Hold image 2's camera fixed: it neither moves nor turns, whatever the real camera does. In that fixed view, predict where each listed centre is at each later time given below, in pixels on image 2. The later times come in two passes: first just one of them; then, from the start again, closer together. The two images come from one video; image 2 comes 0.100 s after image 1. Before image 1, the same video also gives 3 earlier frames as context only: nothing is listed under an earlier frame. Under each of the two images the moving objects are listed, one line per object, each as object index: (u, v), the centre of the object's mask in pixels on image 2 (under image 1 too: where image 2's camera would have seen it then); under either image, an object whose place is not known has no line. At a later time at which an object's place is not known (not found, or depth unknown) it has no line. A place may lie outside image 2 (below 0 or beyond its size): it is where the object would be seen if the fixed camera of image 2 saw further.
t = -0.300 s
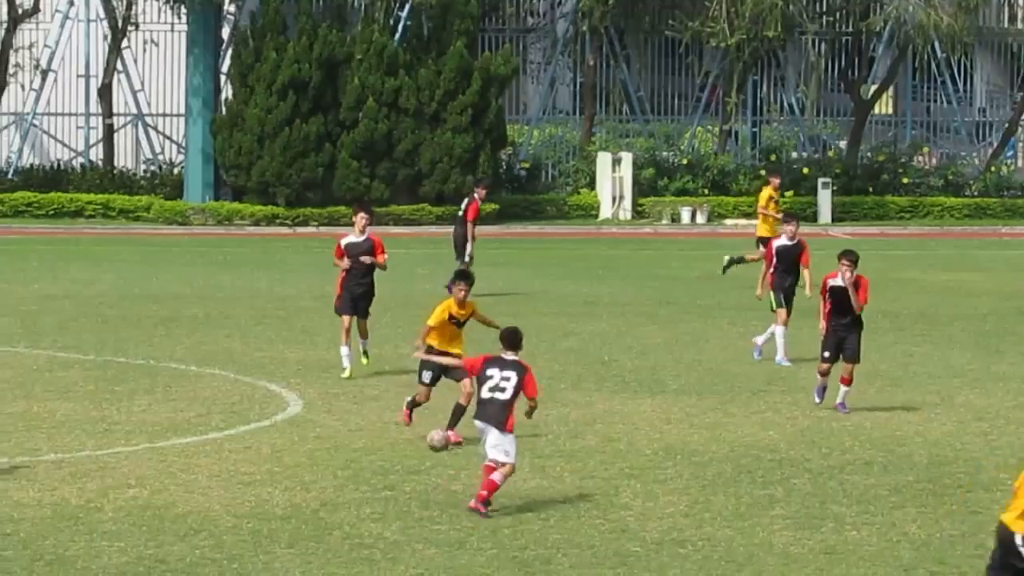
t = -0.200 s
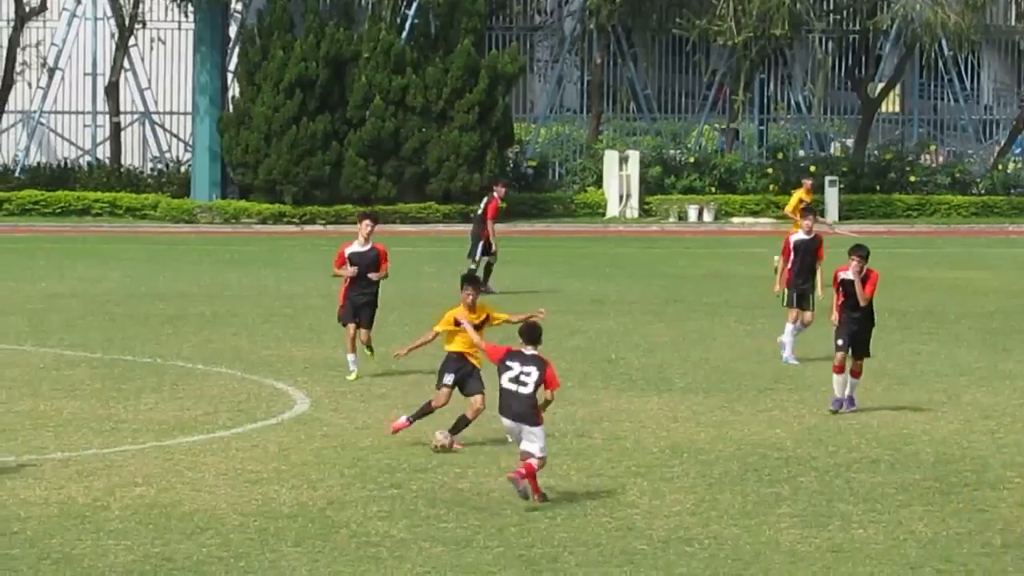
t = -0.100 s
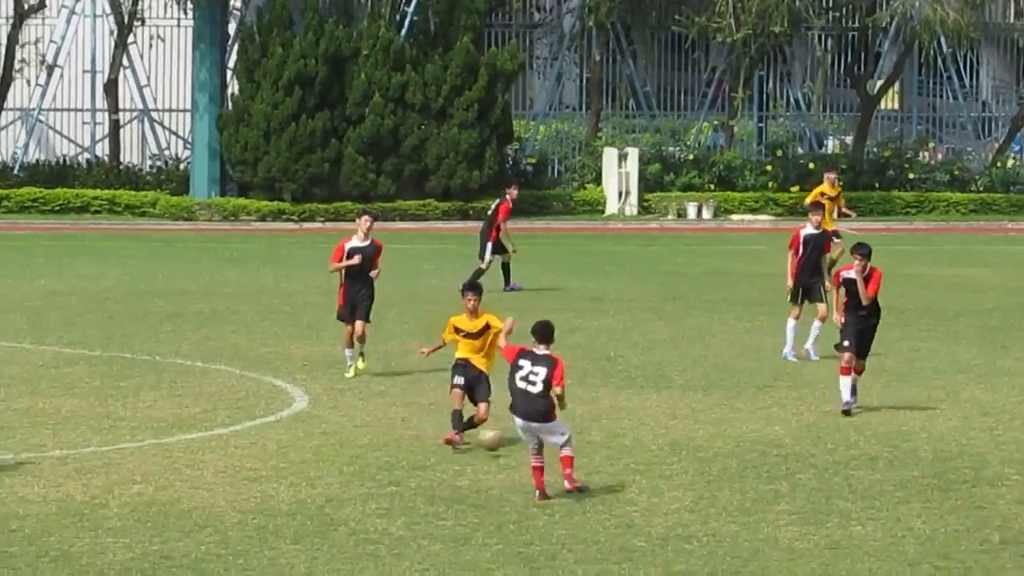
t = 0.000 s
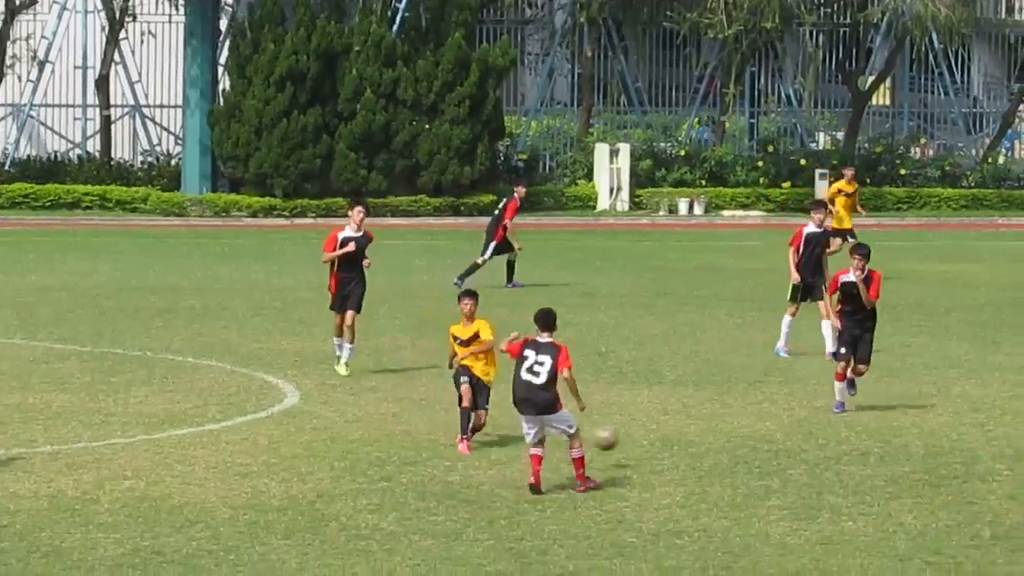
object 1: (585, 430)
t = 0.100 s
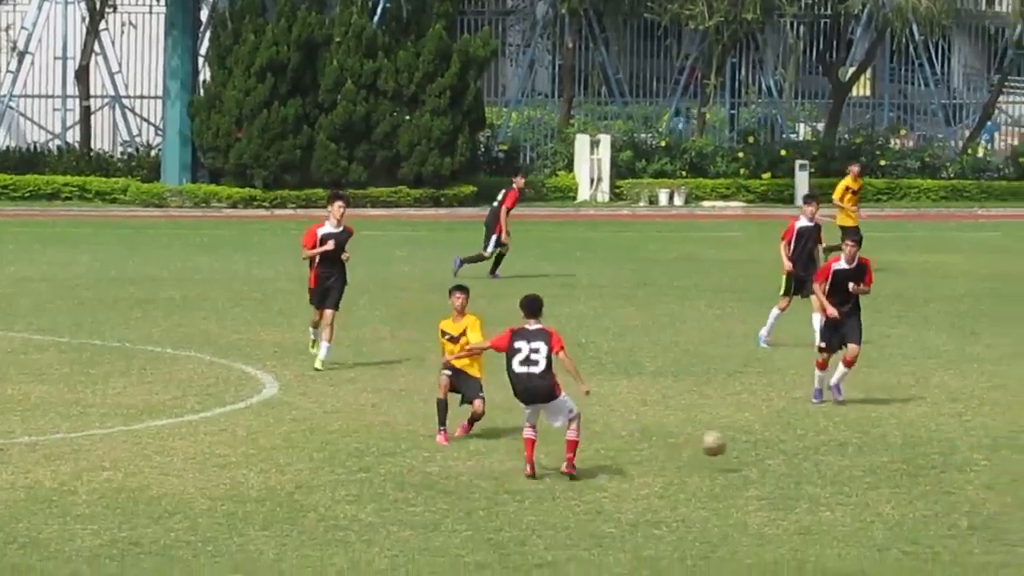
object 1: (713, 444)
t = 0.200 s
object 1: (845, 470)
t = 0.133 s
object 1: (756, 451)
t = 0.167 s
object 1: (800, 459)
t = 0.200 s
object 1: (845, 470)
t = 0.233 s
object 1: (892, 482)
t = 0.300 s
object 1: (978, 493)
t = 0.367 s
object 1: (1066, 494)
